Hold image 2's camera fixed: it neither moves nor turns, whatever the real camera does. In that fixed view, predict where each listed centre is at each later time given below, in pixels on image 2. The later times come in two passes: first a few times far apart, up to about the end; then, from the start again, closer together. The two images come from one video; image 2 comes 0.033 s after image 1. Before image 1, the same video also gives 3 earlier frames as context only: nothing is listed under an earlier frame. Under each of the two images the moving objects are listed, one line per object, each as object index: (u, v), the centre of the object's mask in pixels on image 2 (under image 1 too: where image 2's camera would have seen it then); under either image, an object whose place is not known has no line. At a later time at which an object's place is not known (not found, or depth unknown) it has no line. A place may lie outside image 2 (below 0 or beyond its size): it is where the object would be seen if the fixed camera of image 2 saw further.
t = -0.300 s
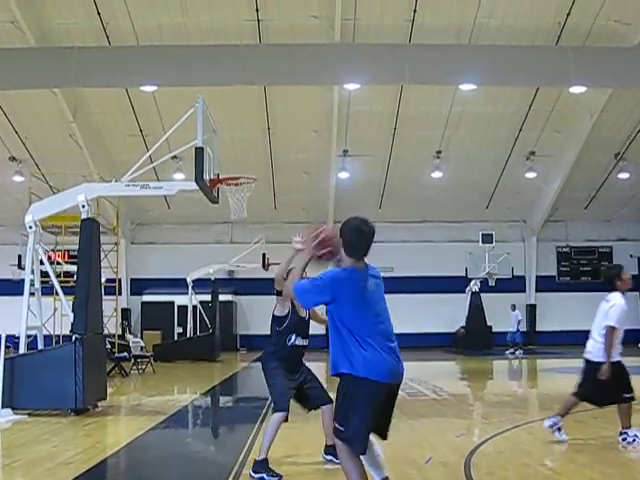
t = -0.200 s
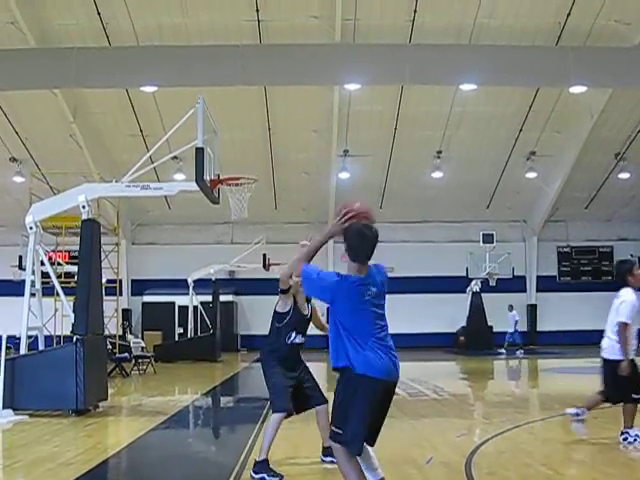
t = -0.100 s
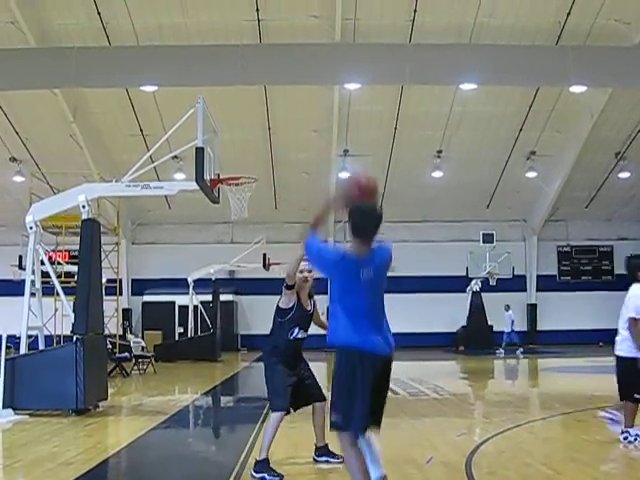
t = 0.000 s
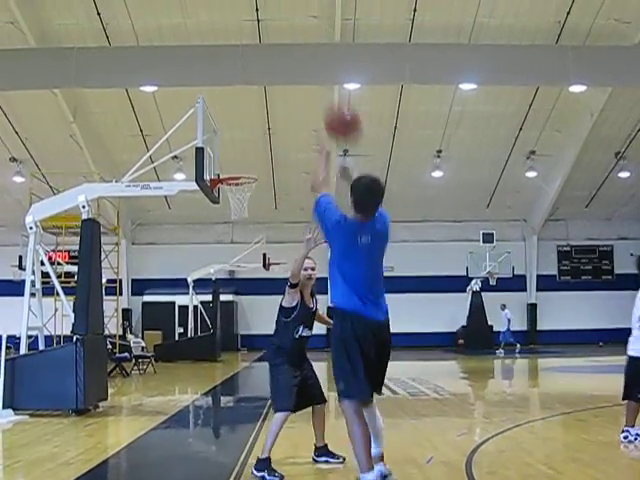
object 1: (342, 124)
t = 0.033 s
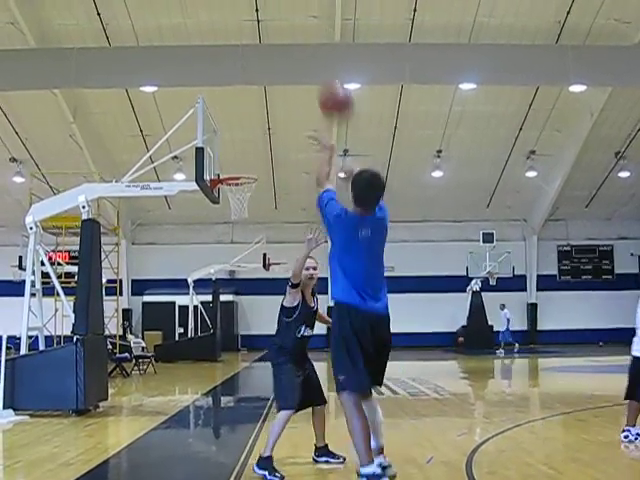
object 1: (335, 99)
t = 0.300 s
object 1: (295, 13)
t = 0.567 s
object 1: (272, 17)
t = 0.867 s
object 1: (252, 84)
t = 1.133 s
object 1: (239, 178)
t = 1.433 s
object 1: (232, 281)
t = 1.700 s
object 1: (228, 391)
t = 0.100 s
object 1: (323, 65)
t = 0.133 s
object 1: (317, 52)
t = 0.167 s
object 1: (312, 41)
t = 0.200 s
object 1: (307, 32)
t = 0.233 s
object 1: (303, 24)
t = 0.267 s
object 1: (299, 18)
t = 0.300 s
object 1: (295, 13)
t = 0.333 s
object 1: (292, 10)
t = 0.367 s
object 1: (288, 8)
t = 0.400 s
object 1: (285, 7)
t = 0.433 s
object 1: (282, 7)
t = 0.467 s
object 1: (280, 8)
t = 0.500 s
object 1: (277, 11)
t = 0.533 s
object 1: (274, 14)
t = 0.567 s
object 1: (272, 17)
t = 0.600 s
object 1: (269, 22)
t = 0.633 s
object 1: (267, 27)
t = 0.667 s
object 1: (265, 33)
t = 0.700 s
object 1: (263, 41)
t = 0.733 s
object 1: (261, 48)
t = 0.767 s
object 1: (258, 56)
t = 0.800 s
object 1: (256, 65)
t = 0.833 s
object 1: (254, 74)
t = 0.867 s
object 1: (252, 84)
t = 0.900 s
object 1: (250, 94)
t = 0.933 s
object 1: (248, 105)
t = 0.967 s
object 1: (247, 117)
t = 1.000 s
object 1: (245, 128)
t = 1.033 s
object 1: (244, 140)
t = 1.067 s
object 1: (242, 152)
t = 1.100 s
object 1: (241, 165)
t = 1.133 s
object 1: (239, 178)
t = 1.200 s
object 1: (238, 200)
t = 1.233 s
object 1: (236, 209)
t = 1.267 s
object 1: (236, 219)
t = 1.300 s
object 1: (235, 229)
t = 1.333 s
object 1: (234, 241)
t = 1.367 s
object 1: (233, 254)
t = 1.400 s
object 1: (233, 268)
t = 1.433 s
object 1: (232, 281)
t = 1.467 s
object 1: (231, 294)
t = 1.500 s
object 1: (230, 312)
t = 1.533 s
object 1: (230, 327)
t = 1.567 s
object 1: (230, 344)
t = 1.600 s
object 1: (229, 362)
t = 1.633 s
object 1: (230, 385)
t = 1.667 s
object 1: (228, 400)
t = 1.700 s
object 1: (228, 391)
